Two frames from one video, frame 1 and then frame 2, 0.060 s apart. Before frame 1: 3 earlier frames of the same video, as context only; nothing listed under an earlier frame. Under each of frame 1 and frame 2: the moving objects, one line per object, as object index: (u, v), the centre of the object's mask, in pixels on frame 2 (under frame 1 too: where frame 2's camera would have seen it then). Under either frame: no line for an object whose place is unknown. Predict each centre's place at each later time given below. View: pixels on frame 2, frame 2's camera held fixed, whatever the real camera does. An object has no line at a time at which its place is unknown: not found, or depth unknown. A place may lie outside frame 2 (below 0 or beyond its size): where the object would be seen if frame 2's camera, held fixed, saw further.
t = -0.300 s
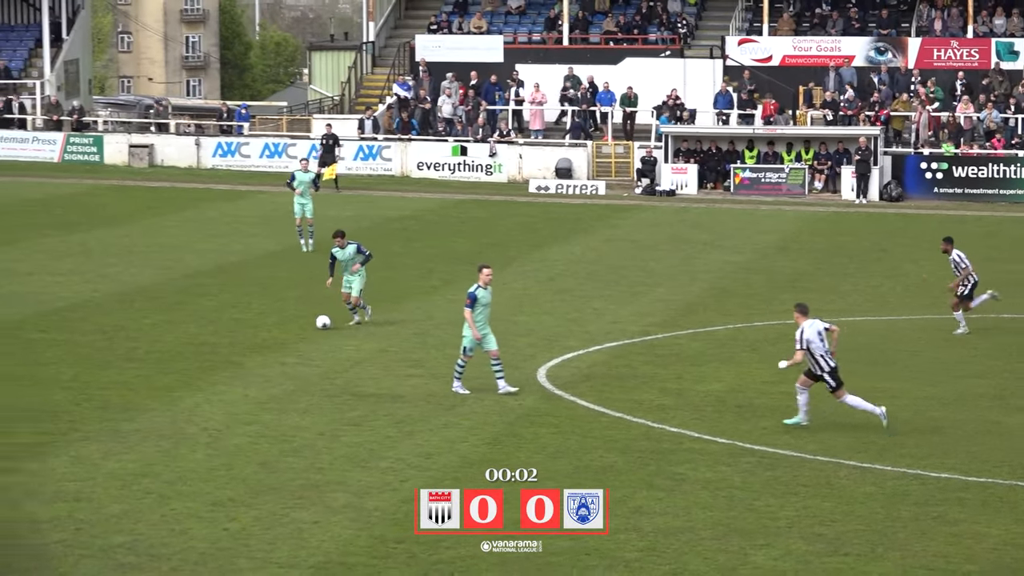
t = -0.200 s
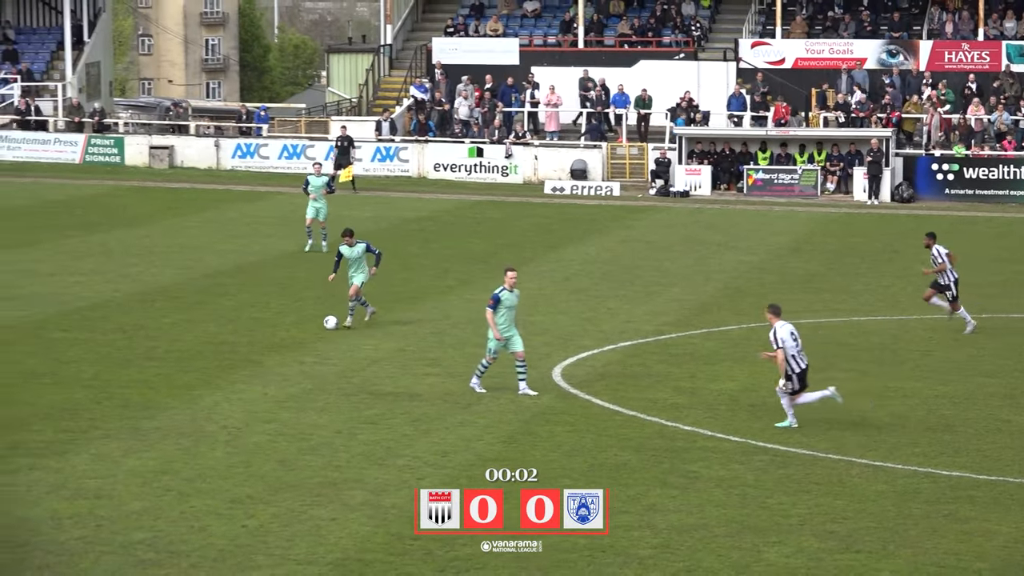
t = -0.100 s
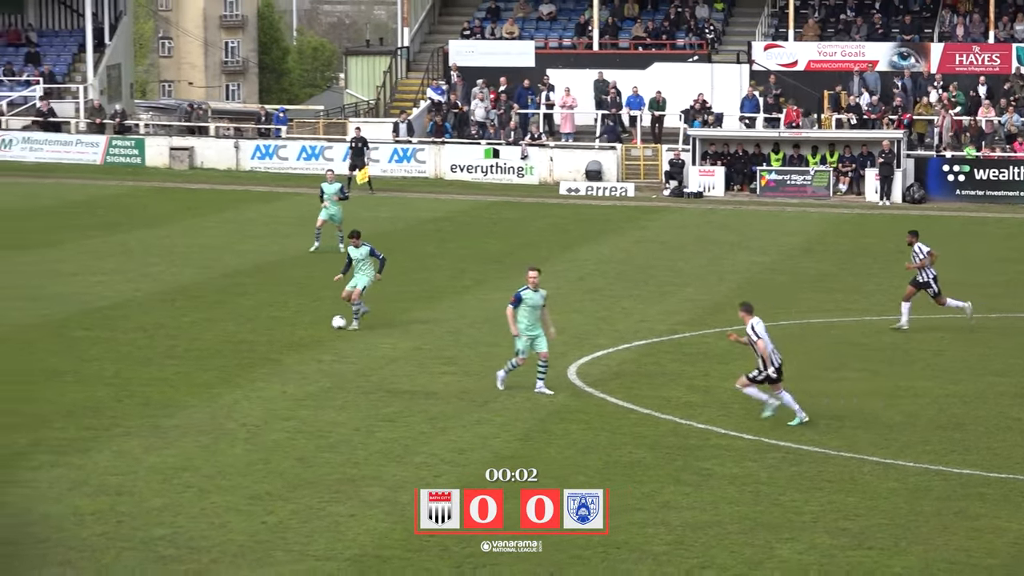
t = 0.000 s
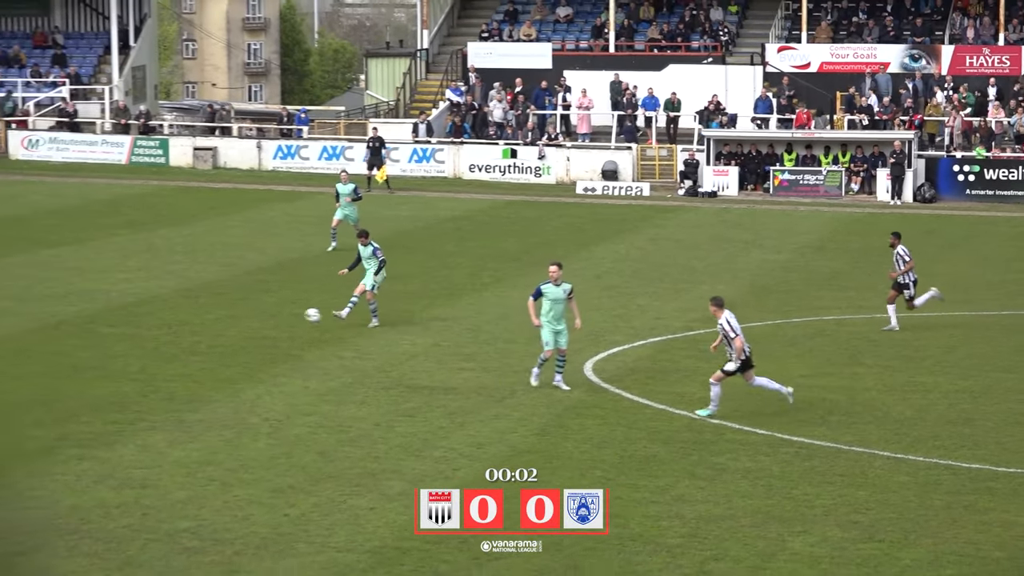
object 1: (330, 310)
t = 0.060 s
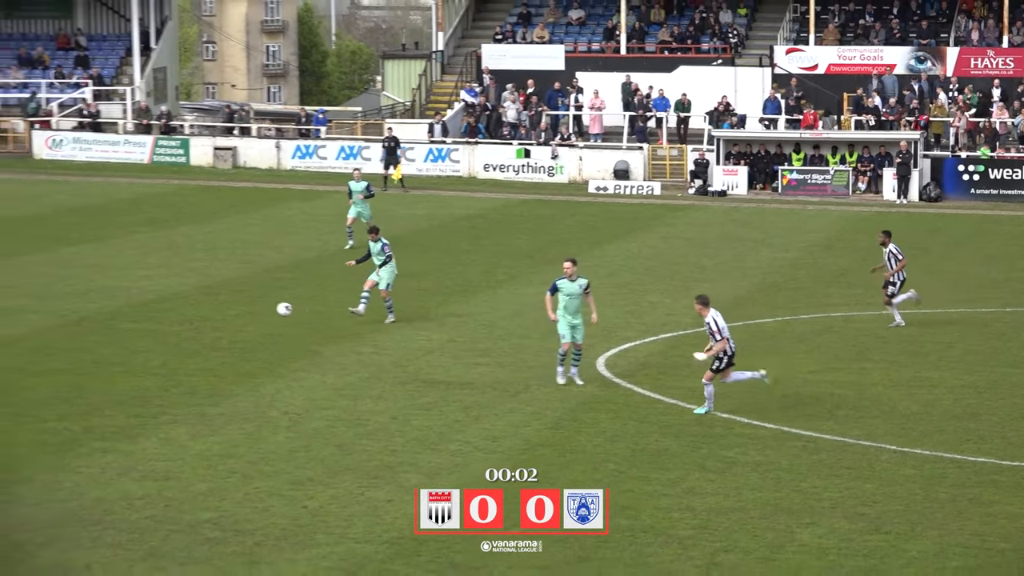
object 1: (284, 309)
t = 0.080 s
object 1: (268, 309)
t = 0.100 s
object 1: (253, 309)
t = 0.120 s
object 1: (237, 308)
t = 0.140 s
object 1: (222, 309)
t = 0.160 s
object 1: (206, 310)
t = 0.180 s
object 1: (190, 311)
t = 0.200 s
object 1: (174, 312)
